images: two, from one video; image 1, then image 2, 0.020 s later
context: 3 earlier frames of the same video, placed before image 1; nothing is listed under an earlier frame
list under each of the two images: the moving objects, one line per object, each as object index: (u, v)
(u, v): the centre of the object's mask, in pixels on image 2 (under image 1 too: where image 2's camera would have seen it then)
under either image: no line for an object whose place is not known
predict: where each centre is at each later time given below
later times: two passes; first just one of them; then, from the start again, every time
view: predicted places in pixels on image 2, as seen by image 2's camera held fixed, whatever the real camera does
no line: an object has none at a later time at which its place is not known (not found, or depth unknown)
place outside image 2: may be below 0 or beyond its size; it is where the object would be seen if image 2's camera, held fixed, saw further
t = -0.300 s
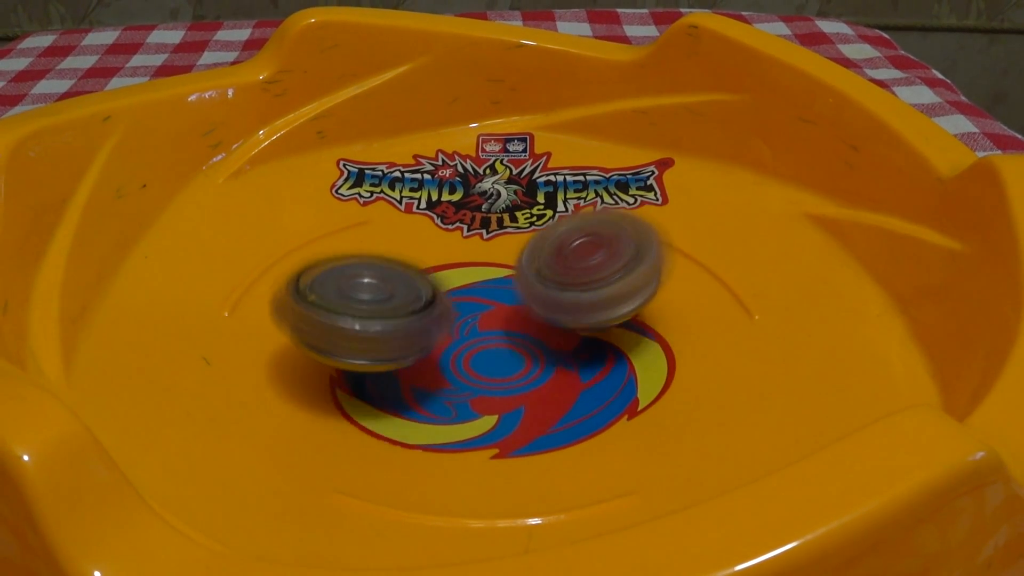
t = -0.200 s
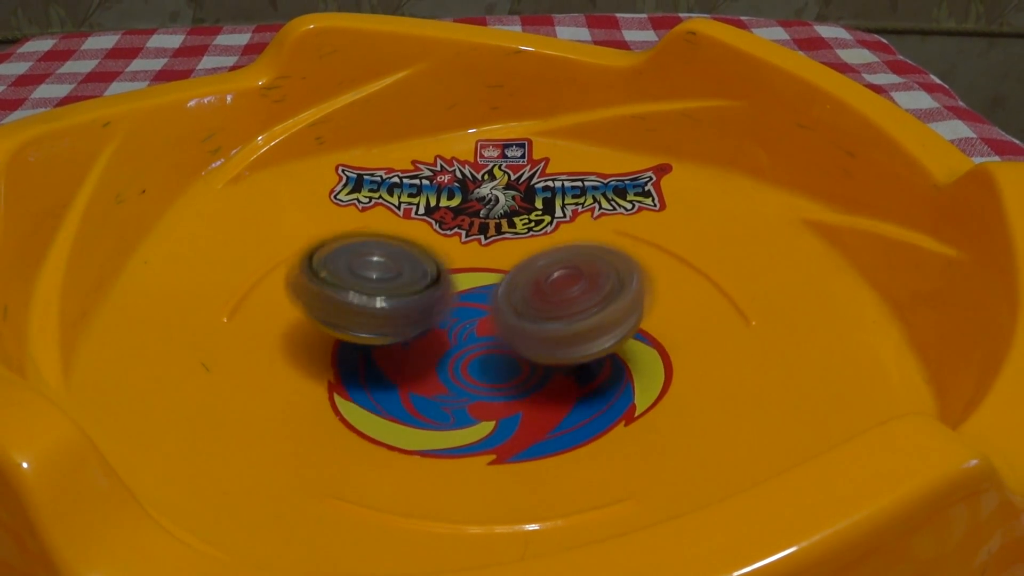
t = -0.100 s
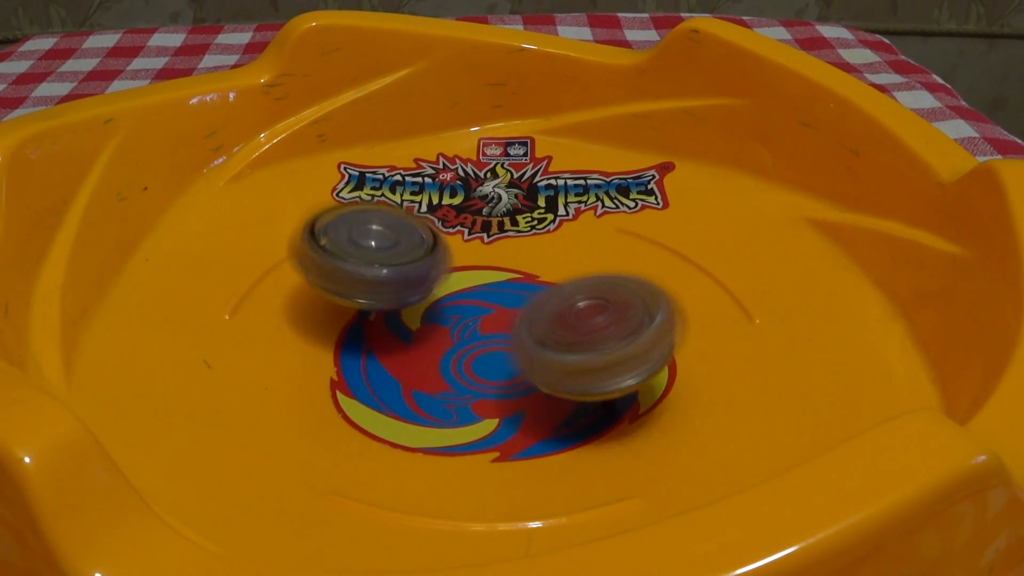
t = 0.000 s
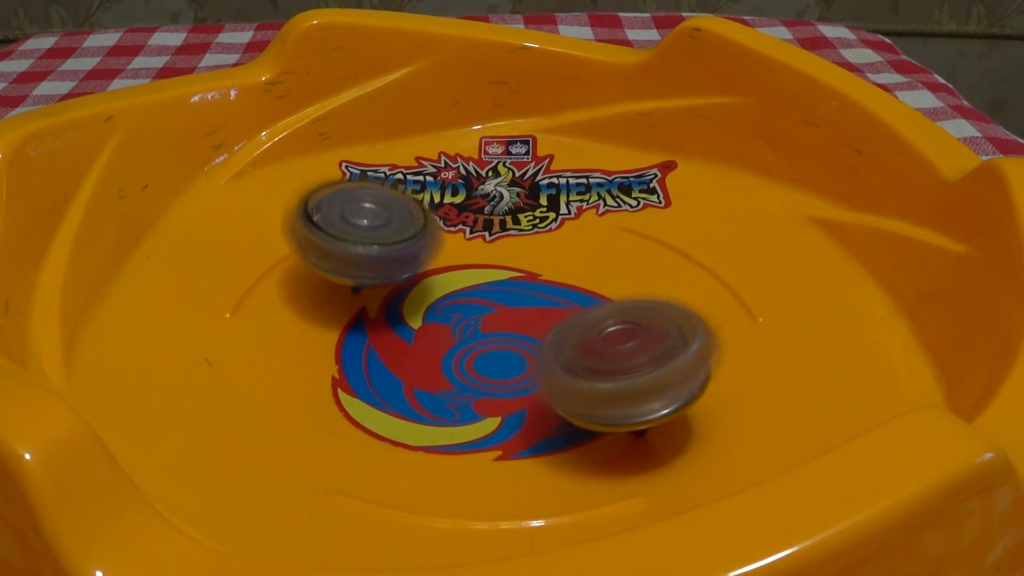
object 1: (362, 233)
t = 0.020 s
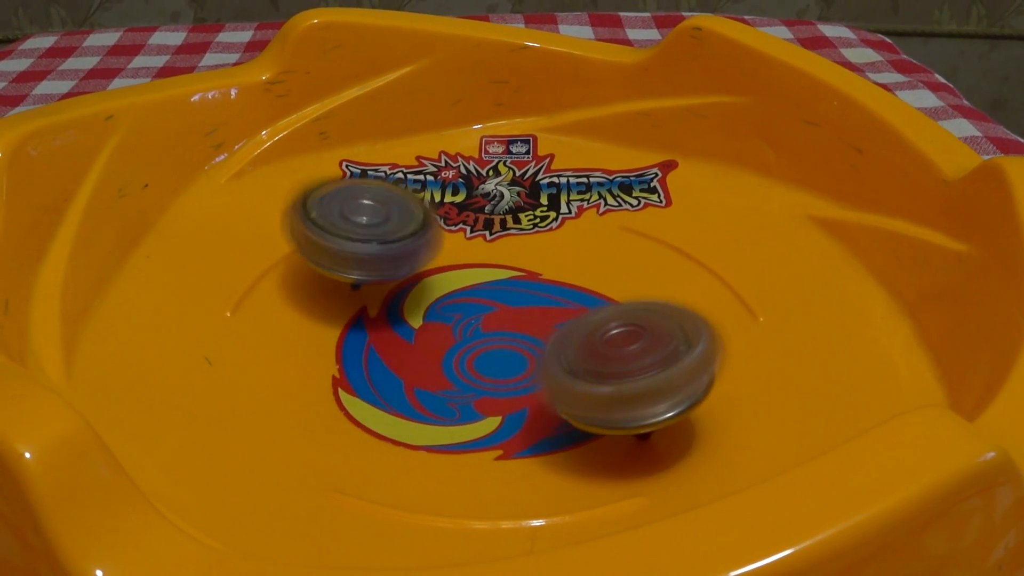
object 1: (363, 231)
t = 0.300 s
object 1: (419, 242)
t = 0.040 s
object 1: (360, 228)
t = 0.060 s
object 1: (357, 226)
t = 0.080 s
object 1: (356, 224)
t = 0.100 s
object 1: (355, 224)
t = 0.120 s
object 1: (356, 225)
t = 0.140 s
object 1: (357, 225)
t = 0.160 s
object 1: (360, 227)
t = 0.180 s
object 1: (363, 229)
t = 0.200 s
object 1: (369, 231)
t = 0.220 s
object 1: (376, 234)
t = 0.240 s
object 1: (385, 237)
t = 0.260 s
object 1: (394, 240)
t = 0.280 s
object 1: (407, 242)
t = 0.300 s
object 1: (419, 242)
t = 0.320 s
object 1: (432, 242)
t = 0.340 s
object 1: (444, 240)
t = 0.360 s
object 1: (456, 239)
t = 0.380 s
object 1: (469, 236)
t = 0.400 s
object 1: (480, 234)
